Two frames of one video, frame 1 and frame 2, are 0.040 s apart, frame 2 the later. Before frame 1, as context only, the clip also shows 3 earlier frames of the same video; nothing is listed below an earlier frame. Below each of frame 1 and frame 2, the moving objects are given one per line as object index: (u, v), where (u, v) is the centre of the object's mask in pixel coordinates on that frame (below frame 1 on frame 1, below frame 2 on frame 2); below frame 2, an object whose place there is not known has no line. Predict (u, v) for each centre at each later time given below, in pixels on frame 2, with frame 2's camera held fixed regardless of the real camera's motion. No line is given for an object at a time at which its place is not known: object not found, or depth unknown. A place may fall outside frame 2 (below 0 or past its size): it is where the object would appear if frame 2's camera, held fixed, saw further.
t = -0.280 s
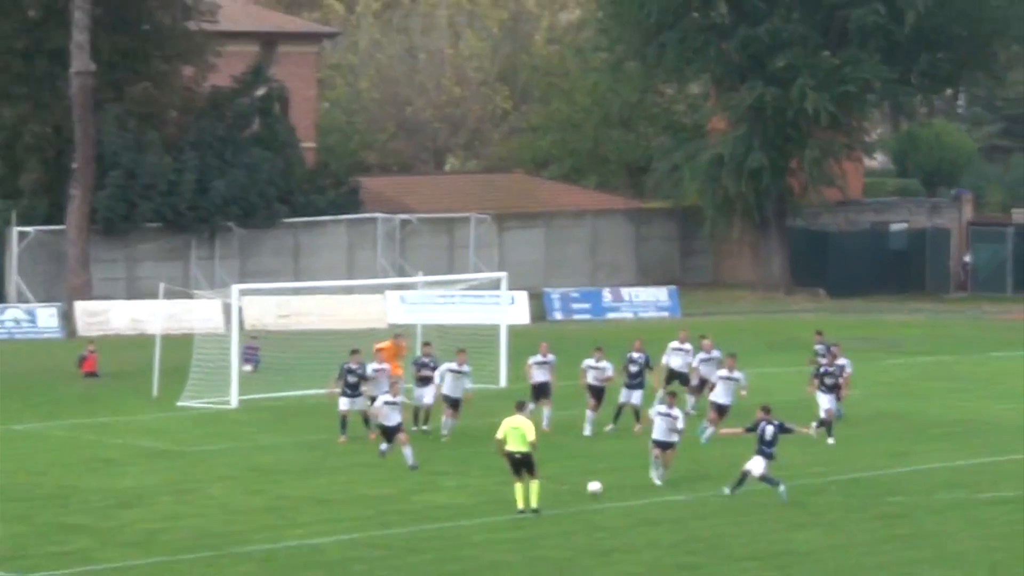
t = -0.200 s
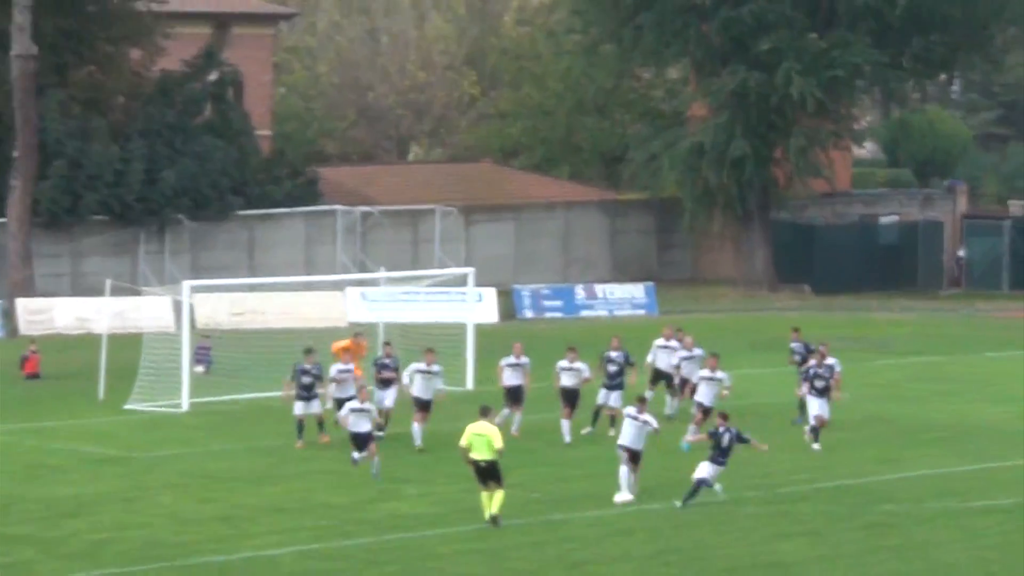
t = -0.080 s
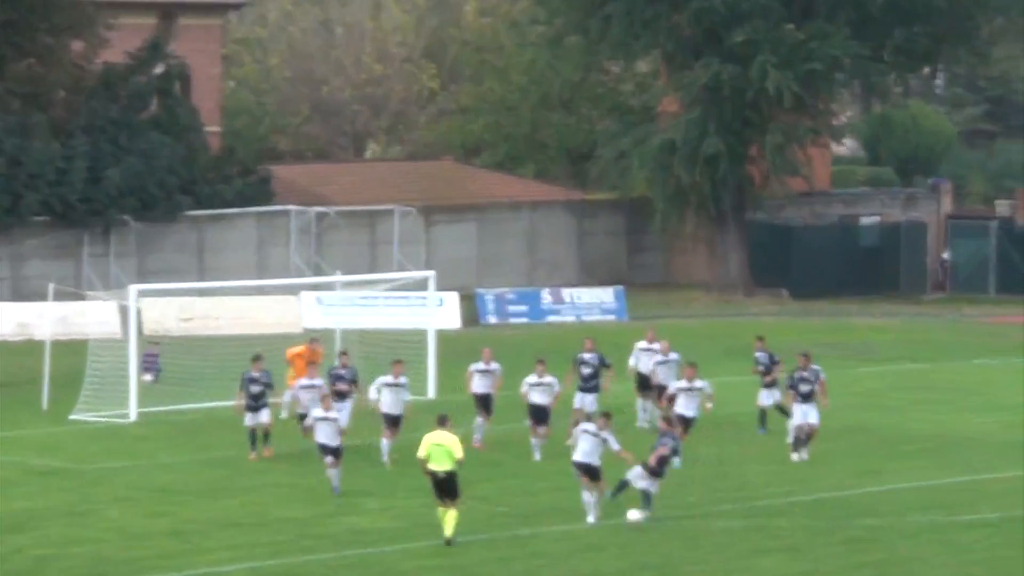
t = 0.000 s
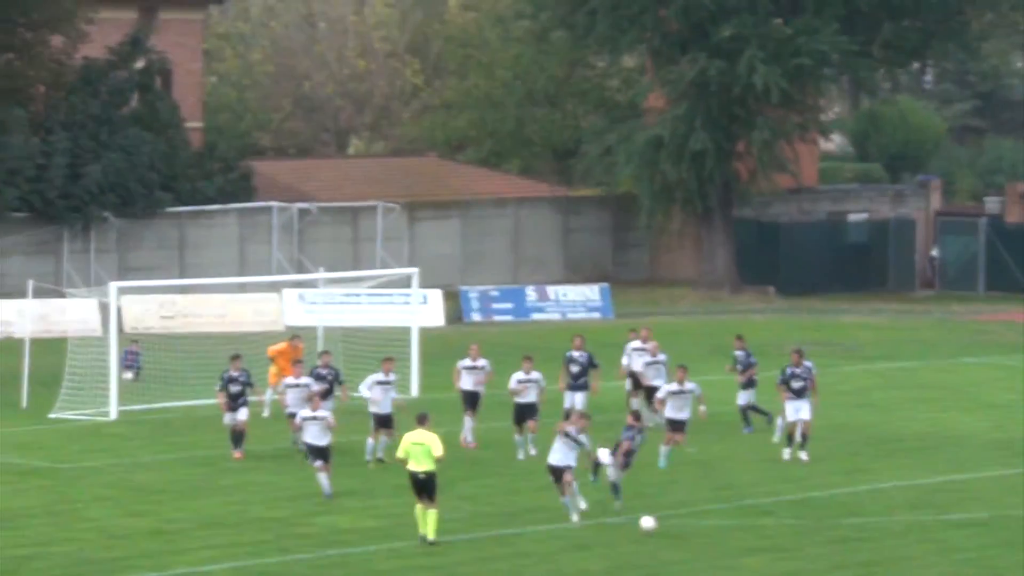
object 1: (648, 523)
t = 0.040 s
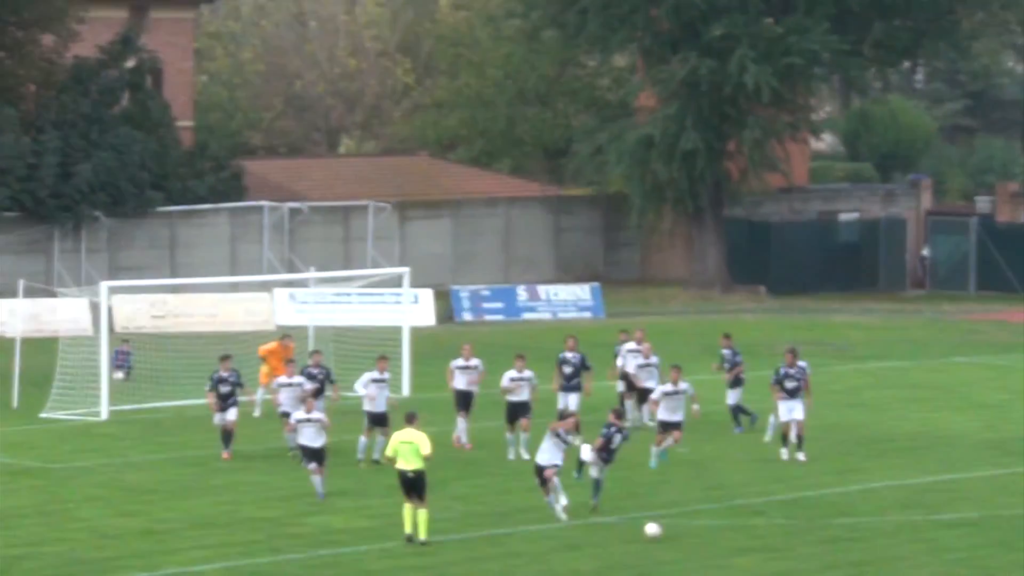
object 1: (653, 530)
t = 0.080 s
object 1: (669, 537)
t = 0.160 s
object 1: (698, 542)
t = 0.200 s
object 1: (714, 546)
